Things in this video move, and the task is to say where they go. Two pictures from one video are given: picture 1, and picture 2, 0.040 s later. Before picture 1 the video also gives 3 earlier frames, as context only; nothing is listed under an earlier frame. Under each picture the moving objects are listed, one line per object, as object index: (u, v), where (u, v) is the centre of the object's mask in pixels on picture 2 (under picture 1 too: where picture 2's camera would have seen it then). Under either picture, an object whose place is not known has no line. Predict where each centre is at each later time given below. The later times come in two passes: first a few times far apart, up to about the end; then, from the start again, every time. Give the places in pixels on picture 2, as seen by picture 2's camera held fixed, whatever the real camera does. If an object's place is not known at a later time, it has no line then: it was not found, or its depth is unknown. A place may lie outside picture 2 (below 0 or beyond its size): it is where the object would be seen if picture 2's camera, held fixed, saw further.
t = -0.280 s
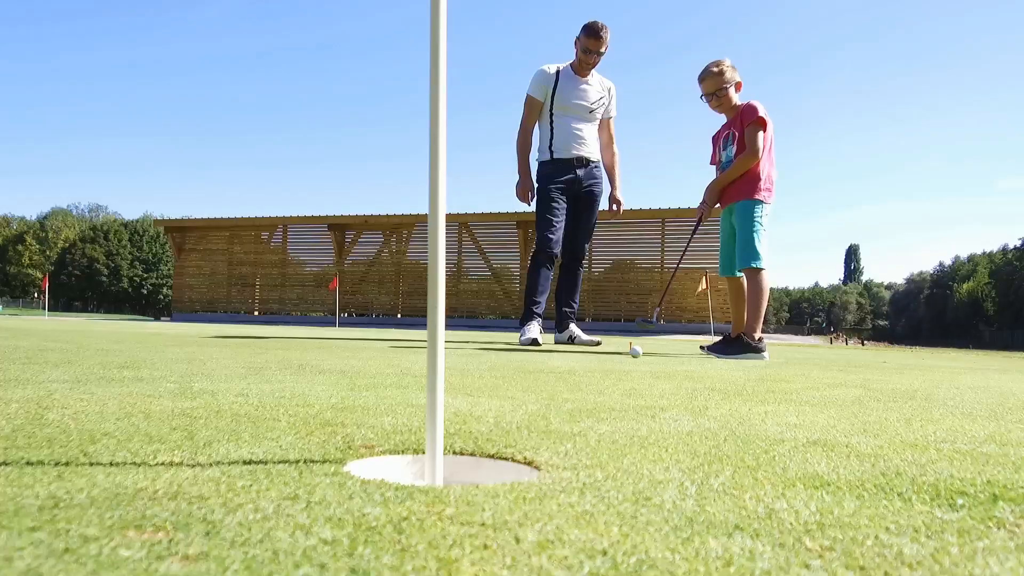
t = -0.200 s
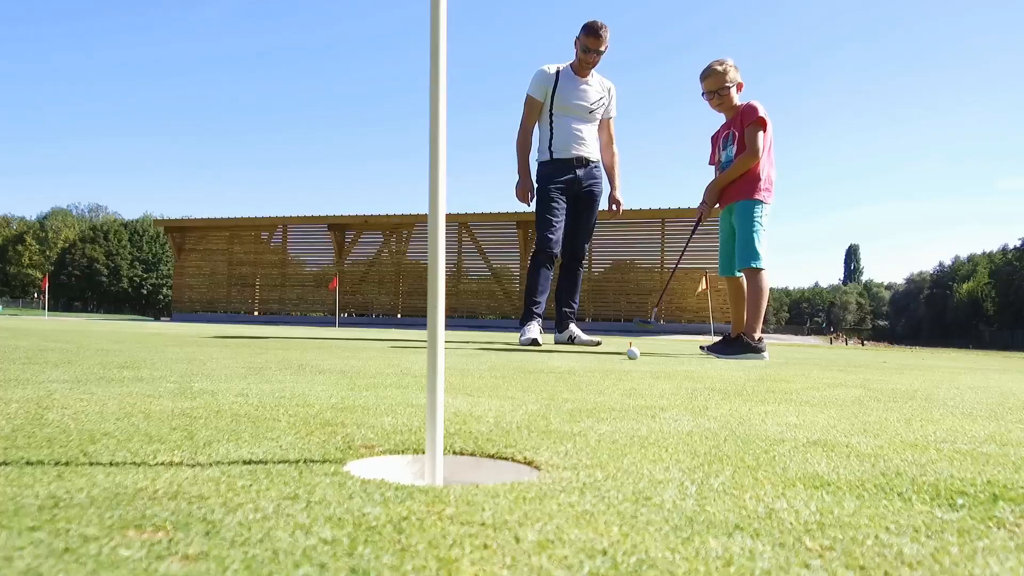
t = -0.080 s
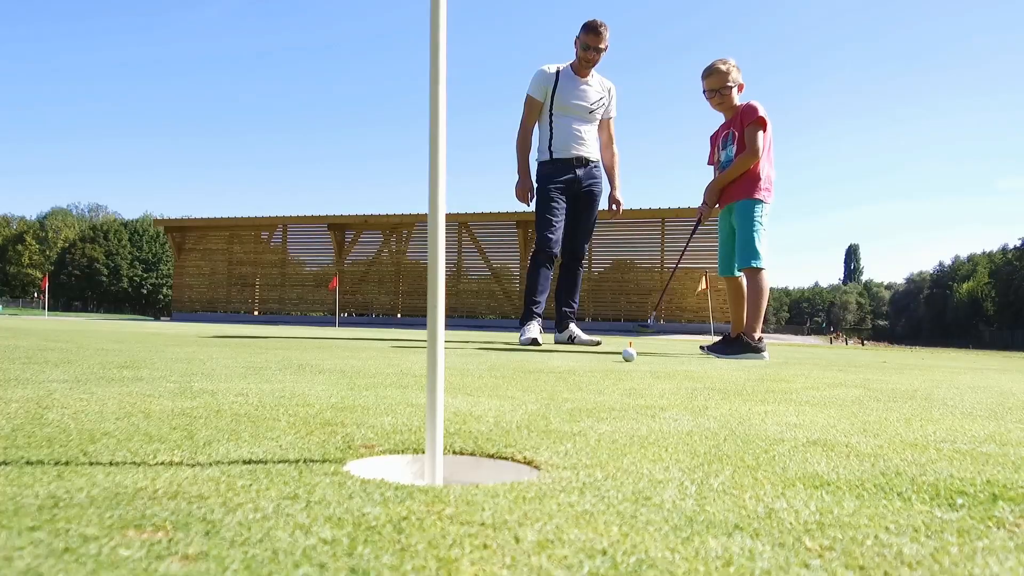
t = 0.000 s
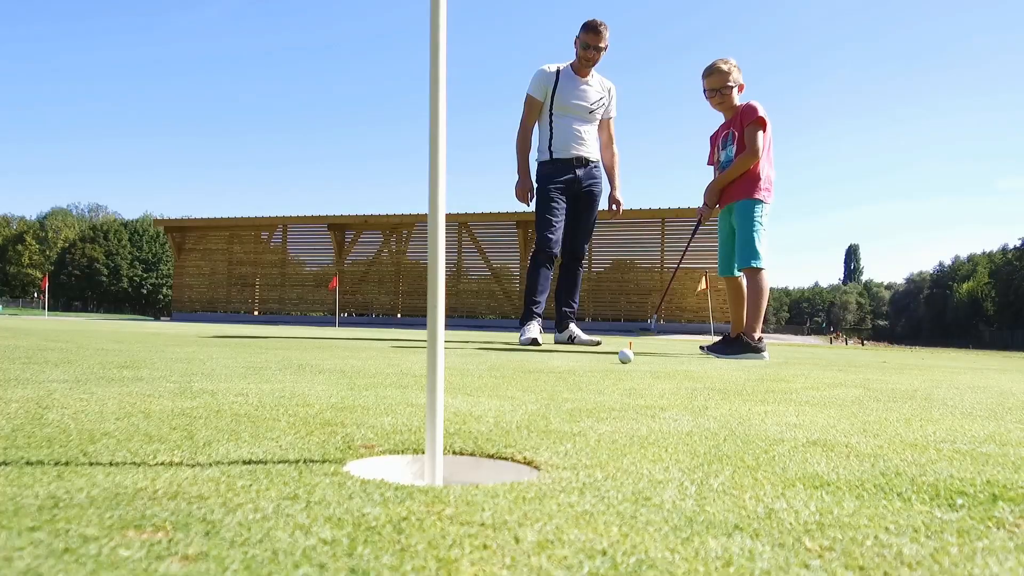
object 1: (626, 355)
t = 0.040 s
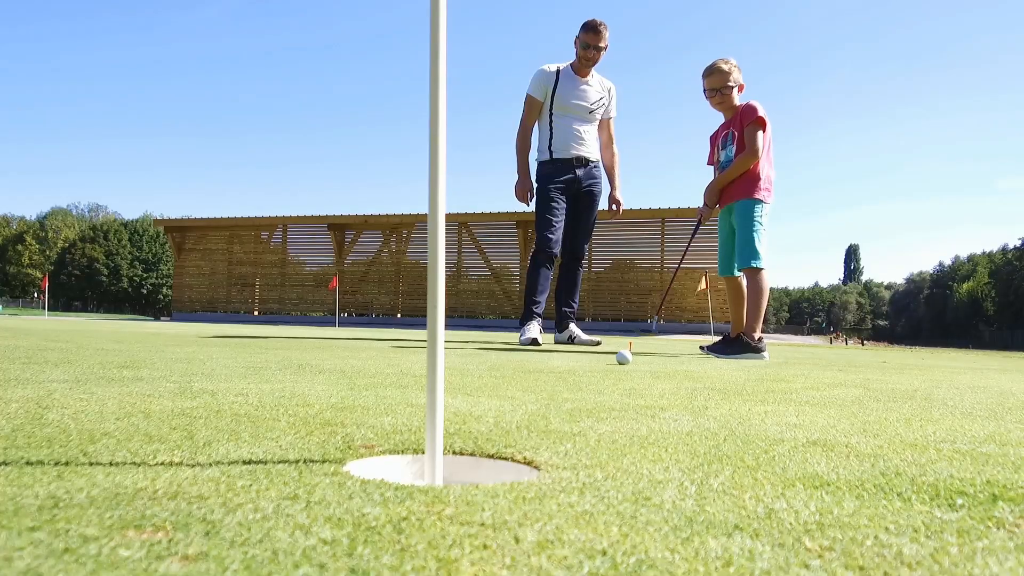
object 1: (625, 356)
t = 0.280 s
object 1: (611, 363)
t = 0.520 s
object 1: (590, 370)
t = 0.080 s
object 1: (623, 356)
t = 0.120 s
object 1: (621, 357)
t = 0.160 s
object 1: (618, 359)
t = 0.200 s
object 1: (616, 360)
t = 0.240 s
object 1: (613, 361)
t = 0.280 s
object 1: (611, 363)
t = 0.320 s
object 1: (608, 364)
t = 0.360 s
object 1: (605, 364)
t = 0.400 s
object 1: (601, 366)
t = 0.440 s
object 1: (598, 367)
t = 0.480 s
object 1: (594, 368)
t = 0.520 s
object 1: (590, 370)
